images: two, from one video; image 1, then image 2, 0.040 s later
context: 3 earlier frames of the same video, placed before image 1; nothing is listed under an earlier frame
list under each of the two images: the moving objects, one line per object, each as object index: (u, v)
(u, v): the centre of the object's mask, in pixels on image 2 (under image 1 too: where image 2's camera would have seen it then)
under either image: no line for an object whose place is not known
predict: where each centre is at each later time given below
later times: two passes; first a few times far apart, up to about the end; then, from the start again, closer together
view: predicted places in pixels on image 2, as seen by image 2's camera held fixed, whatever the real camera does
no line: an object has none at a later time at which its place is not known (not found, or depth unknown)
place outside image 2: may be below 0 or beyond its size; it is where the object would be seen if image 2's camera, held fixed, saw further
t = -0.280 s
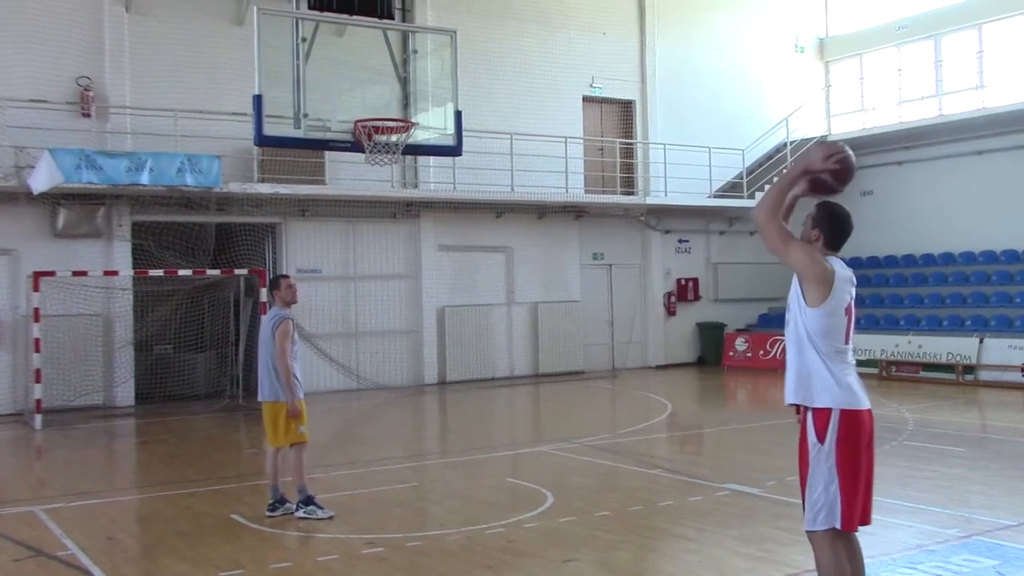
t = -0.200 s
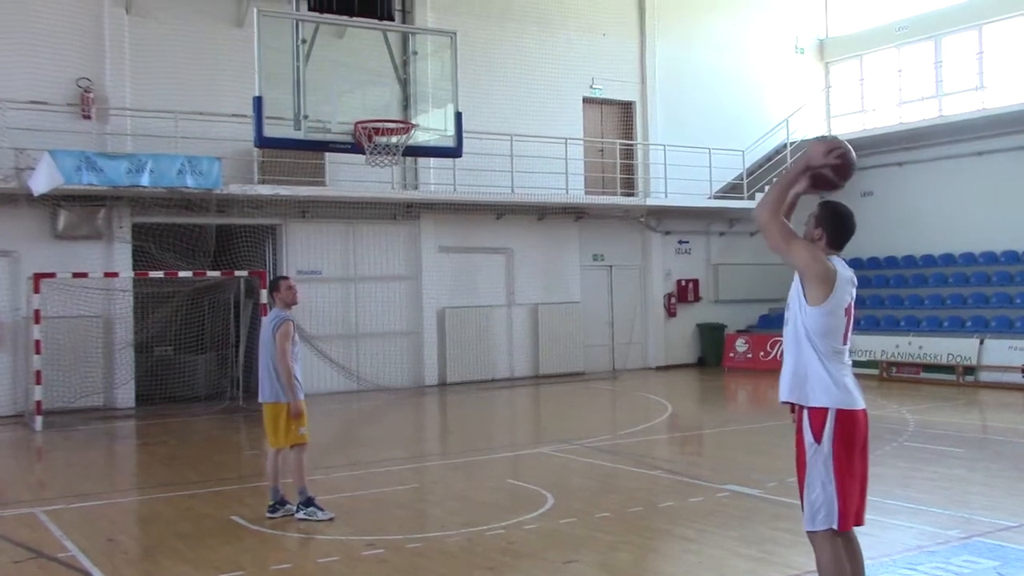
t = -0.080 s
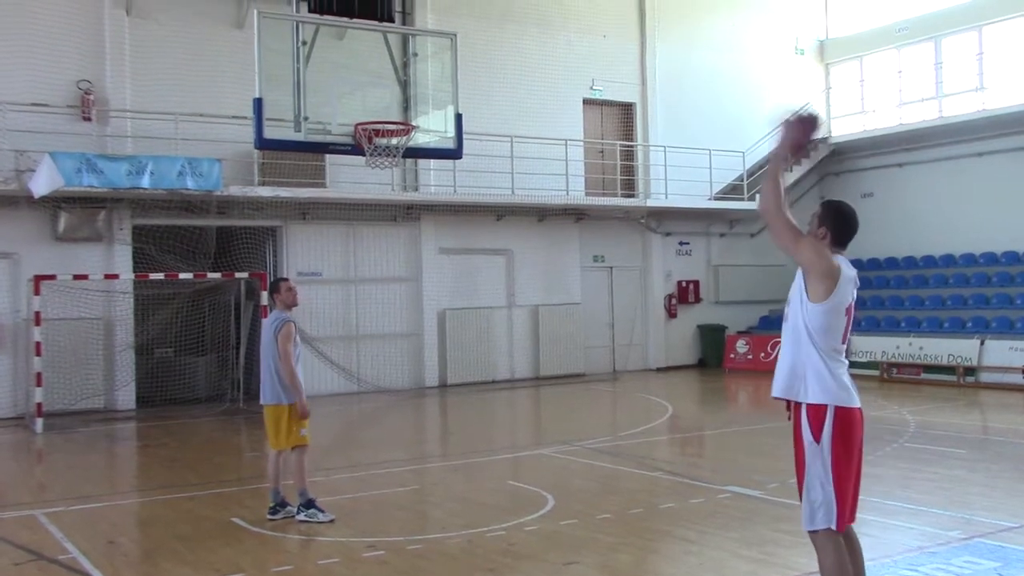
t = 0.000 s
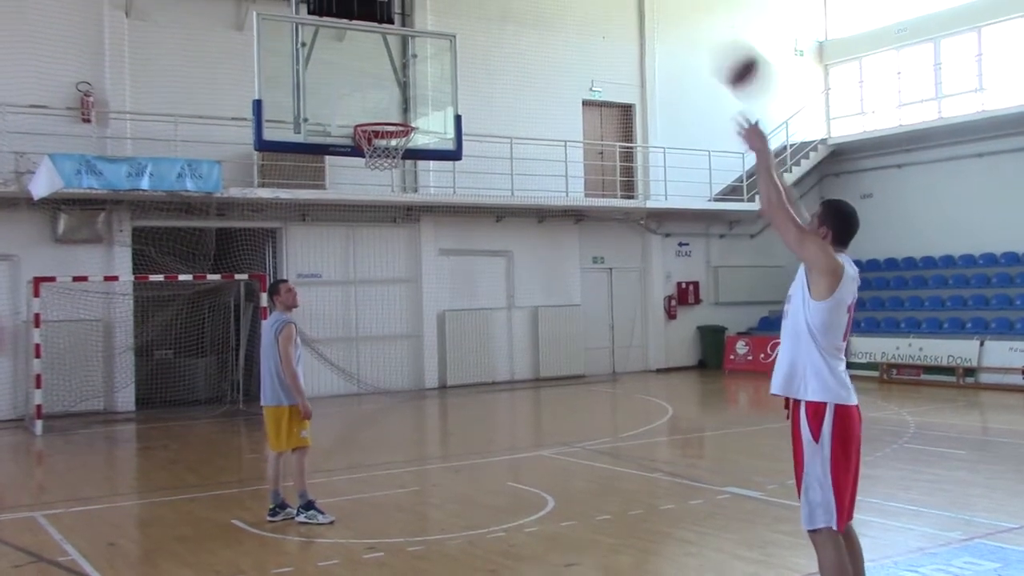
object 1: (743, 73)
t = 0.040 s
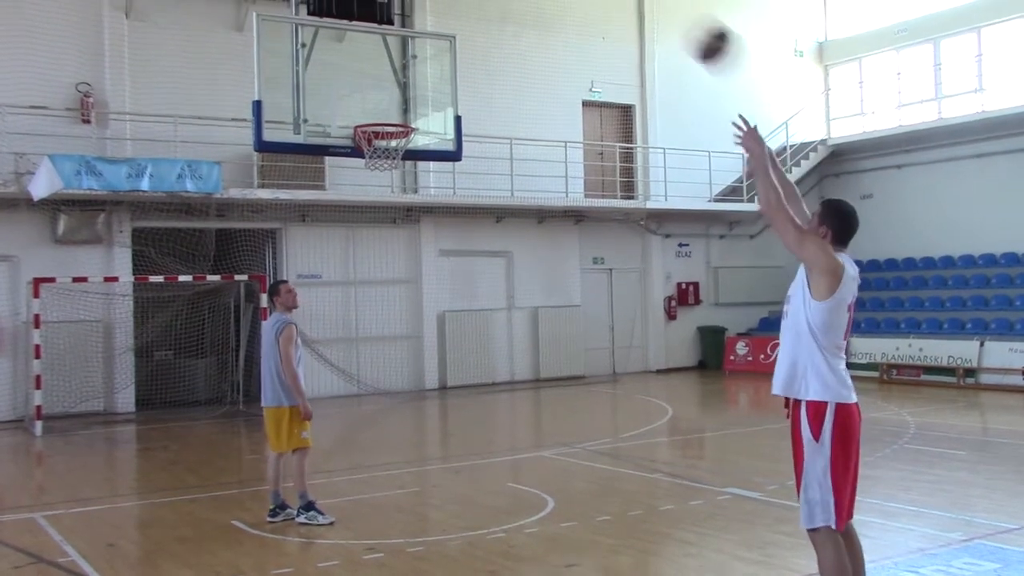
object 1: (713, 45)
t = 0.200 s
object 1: (613, -2)
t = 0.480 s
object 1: (484, -4)
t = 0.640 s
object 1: (432, 32)
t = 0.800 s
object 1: (388, 105)
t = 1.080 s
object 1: (391, 216)
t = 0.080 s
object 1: (686, 23)
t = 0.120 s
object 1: (655, 11)
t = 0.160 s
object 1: (634, 4)
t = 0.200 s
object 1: (613, -2)
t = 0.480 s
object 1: (484, -4)
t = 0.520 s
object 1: (469, -6)
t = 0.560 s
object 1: (457, 5)
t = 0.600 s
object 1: (446, 17)
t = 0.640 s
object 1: (432, 32)
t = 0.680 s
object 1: (421, 49)
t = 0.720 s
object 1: (408, 70)
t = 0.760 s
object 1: (397, 86)
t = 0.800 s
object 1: (388, 105)
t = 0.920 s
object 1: (375, 160)
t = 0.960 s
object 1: (378, 172)
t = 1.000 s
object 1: (383, 184)
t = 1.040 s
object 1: (387, 200)
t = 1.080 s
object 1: (391, 216)
